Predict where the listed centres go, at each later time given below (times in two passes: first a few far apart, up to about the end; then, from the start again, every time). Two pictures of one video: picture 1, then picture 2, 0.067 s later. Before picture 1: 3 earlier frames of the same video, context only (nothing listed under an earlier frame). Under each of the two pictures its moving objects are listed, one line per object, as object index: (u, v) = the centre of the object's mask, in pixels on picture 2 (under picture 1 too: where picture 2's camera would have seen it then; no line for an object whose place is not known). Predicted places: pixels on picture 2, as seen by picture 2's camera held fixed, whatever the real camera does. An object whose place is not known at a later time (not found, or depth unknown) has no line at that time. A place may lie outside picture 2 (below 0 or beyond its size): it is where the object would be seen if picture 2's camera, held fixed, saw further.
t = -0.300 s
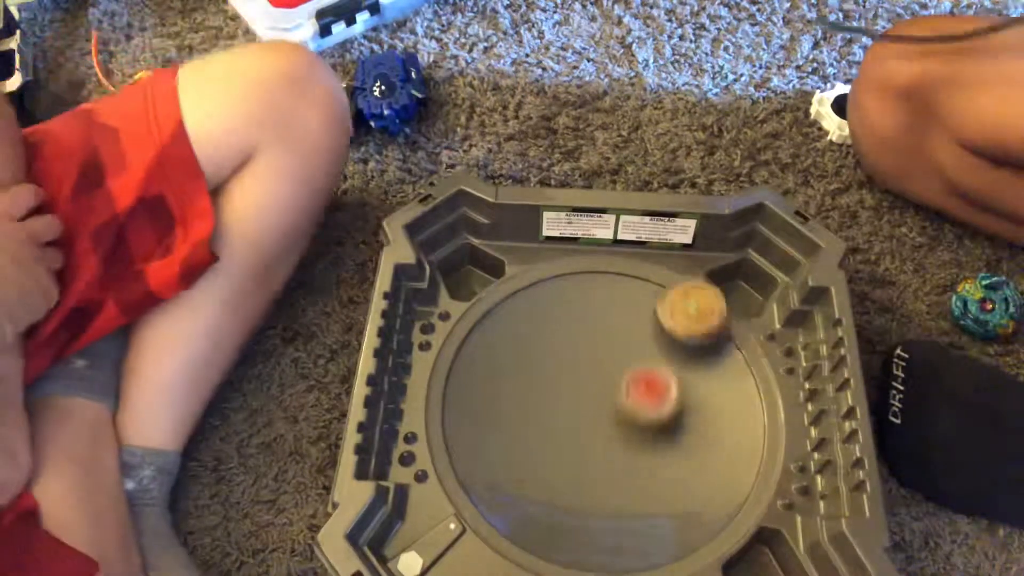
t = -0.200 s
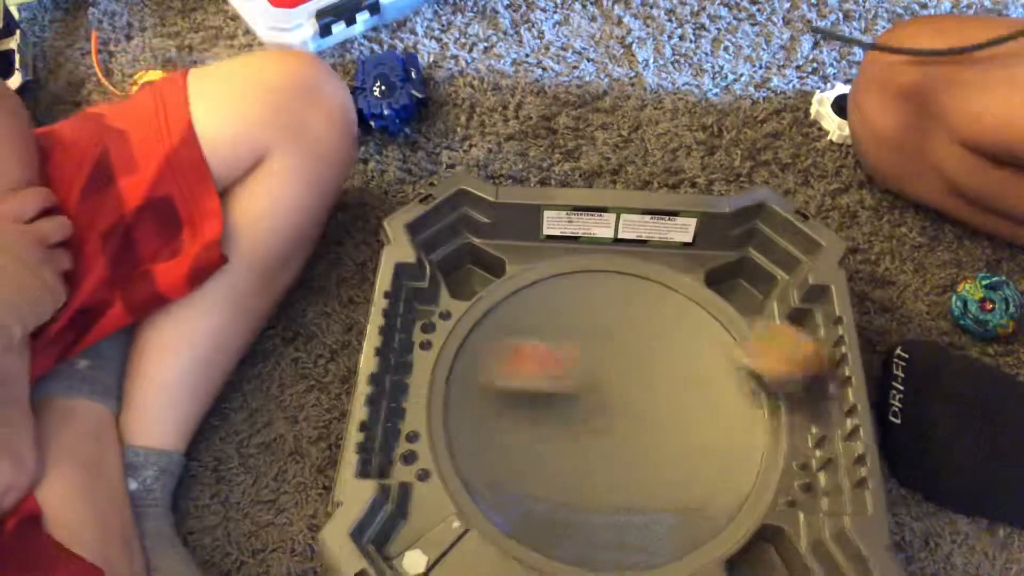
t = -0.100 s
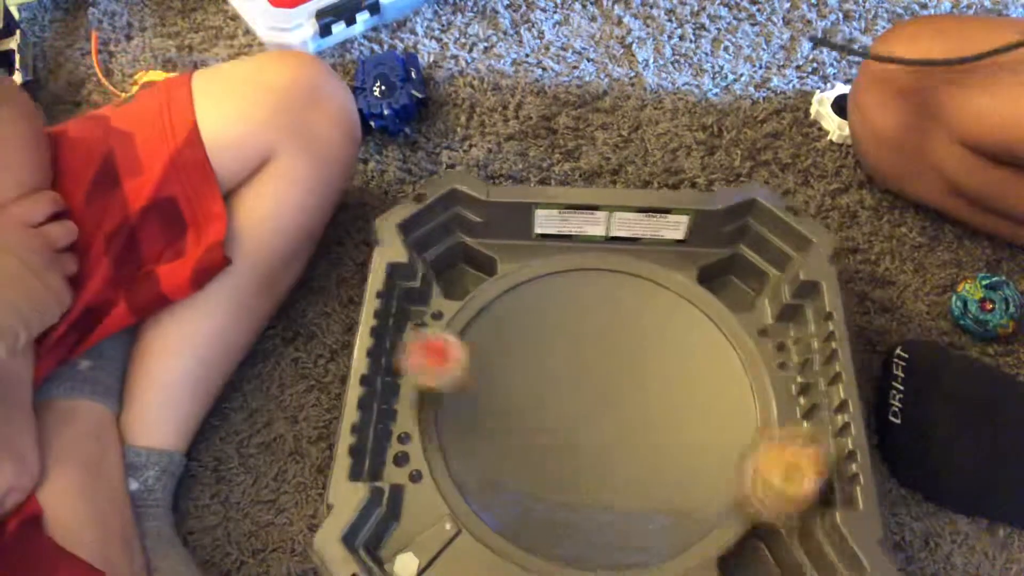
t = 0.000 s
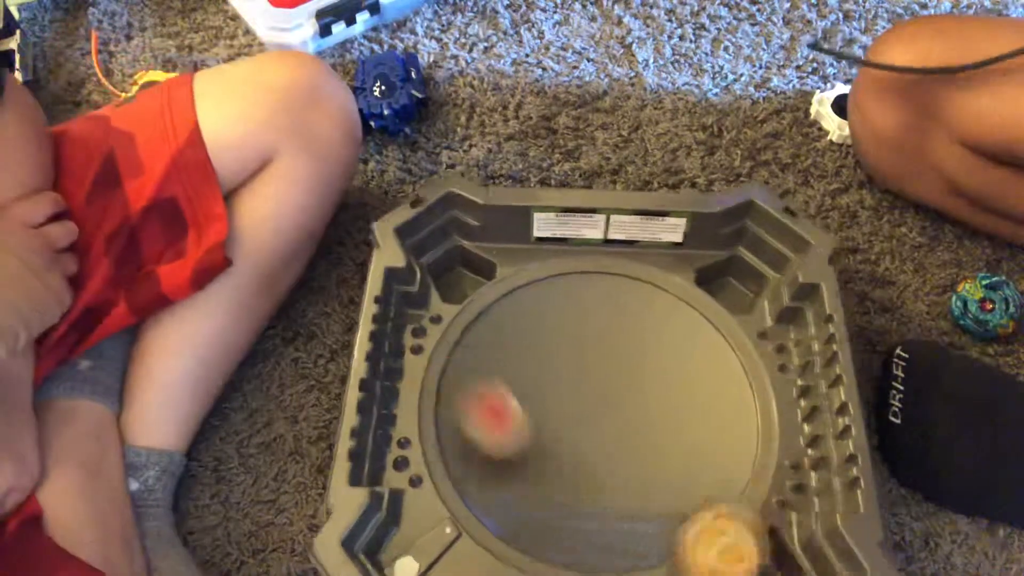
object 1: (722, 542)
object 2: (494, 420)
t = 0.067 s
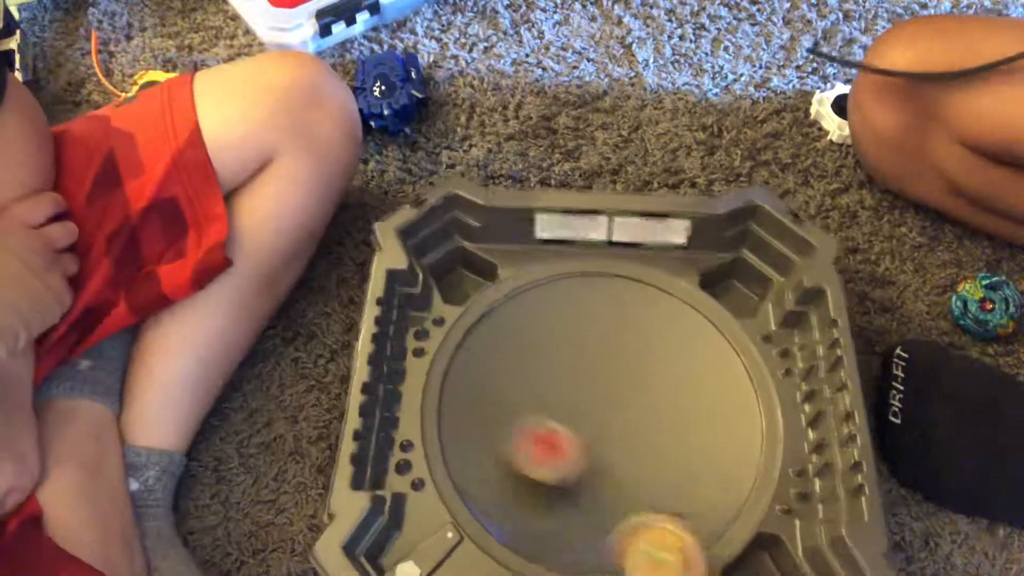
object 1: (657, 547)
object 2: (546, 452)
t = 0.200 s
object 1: (510, 527)
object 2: (656, 409)
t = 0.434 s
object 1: (473, 350)
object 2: (686, 309)
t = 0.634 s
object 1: (553, 272)
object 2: (598, 436)
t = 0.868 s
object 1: (621, 295)
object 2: (647, 551)
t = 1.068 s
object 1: (641, 372)
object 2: (672, 513)
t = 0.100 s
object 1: (624, 539)
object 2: (571, 462)
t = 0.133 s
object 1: (587, 535)
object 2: (600, 458)
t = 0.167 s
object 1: (545, 534)
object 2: (631, 434)
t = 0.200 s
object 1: (510, 527)
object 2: (656, 409)
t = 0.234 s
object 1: (487, 504)
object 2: (683, 383)
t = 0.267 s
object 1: (475, 478)
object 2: (701, 359)
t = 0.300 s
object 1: (465, 448)
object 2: (719, 333)
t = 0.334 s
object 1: (458, 418)
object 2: (723, 314)
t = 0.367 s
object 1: (456, 391)
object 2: (716, 306)
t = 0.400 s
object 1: (460, 370)
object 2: (703, 305)
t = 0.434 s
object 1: (473, 350)
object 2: (686, 309)
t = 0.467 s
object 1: (486, 334)
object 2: (664, 316)
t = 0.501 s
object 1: (500, 322)
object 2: (645, 323)
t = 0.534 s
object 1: (520, 312)
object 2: (622, 333)
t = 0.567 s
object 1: (534, 308)
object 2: (600, 345)
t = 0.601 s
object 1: (545, 287)
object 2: (595, 386)
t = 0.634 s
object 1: (553, 272)
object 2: (598, 436)
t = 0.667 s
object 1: (564, 263)
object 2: (602, 489)
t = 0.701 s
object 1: (575, 259)
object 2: (607, 531)
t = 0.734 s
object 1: (585, 258)
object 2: (615, 554)
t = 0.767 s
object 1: (595, 262)
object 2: (624, 553)
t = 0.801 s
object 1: (603, 270)
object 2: (631, 554)
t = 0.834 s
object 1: (613, 282)
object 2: (639, 555)
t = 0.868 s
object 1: (621, 295)
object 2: (647, 551)
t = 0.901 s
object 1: (629, 314)
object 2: (653, 542)
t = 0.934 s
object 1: (636, 332)
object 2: (659, 527)
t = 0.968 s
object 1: (642, 351)
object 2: (663, 509)
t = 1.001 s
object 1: (646, 372)
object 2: (665, 487)
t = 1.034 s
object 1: (648, 391)
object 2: (665, 468)
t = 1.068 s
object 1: (641, 372)
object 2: (672, 513)
